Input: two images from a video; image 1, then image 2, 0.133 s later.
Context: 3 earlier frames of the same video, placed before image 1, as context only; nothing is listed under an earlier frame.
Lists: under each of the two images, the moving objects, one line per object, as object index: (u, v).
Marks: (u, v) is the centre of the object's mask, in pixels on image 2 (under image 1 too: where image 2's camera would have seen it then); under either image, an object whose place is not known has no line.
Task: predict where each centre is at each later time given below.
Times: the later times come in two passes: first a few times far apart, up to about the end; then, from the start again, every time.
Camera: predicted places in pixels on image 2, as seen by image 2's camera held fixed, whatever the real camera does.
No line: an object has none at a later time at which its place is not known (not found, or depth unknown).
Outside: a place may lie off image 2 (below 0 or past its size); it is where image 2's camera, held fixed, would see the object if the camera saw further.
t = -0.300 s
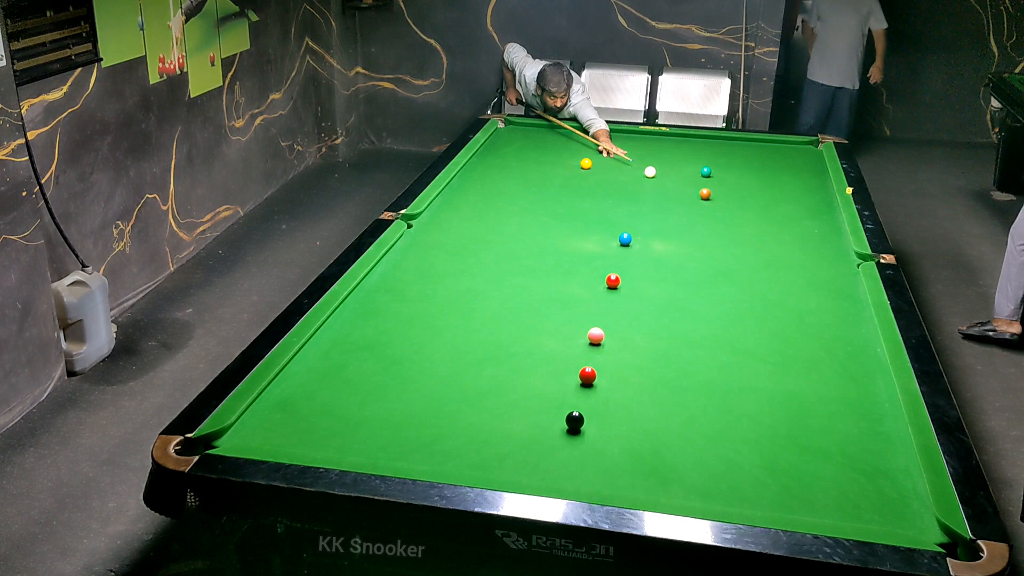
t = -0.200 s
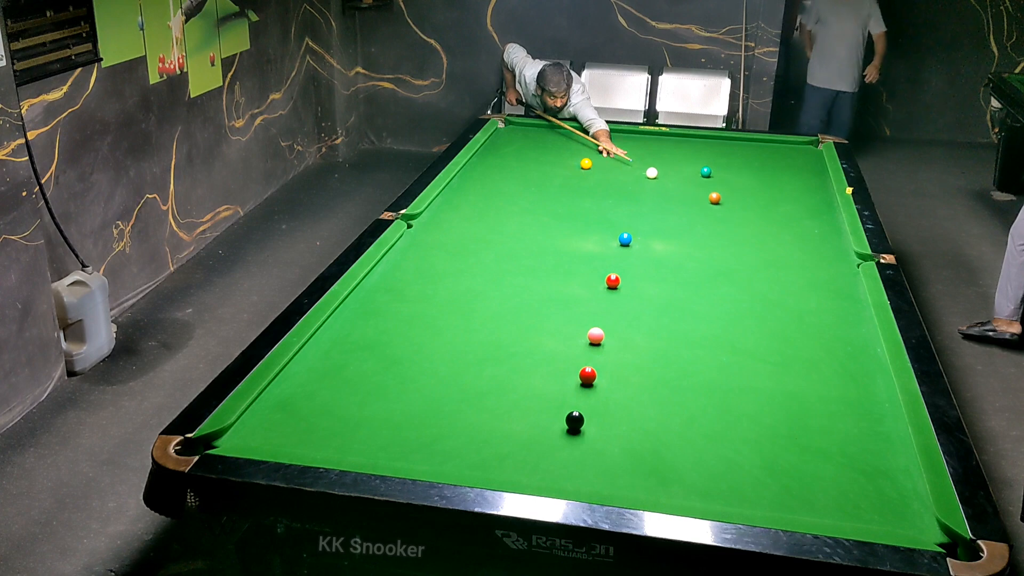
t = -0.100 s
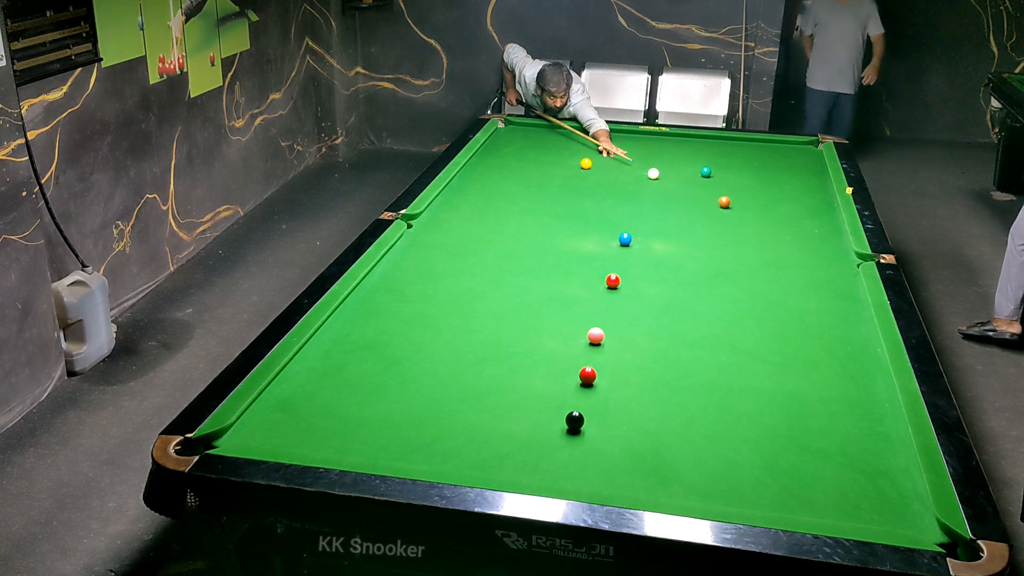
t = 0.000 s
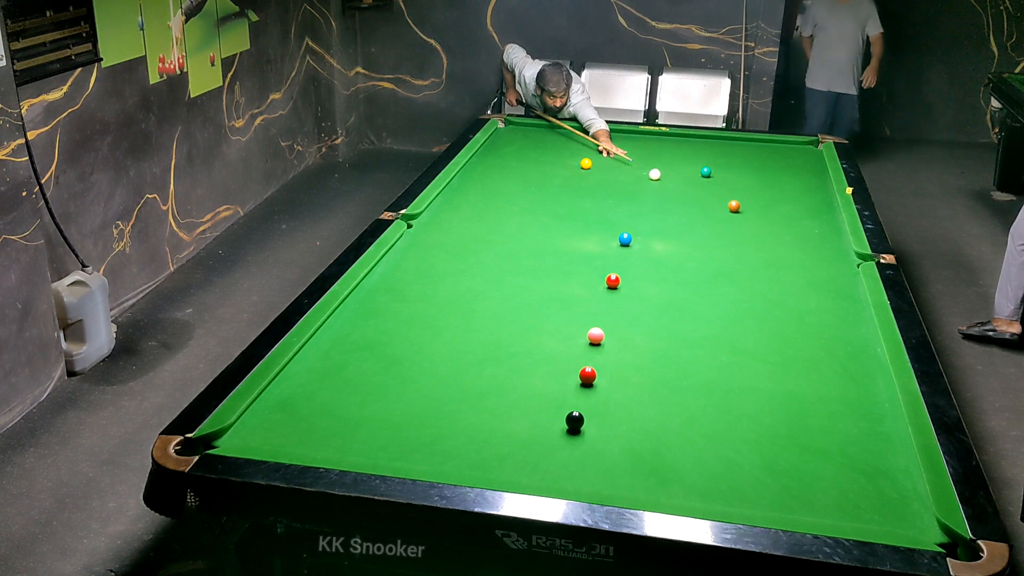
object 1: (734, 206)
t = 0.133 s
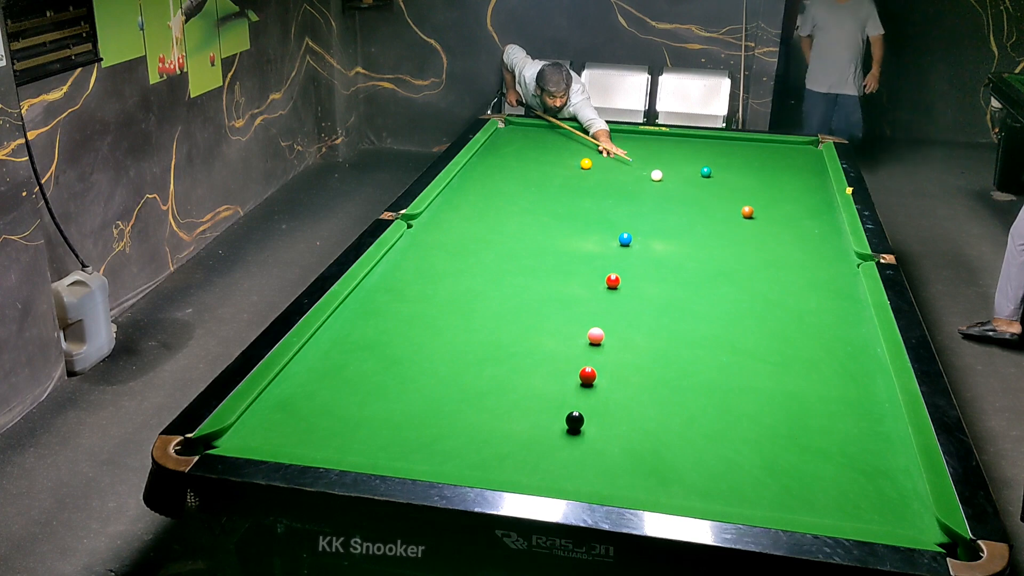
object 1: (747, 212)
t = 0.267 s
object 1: (761, 217)
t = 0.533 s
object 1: (787, 229)
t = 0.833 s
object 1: (817, 241)
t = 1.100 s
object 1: (842, 252)
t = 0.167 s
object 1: (751, 213)
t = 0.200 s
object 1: (754, 215)
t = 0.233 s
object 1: (757, 216)
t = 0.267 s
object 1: (761, 217)
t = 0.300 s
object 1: (764, 219)
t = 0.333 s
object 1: (767, 220)
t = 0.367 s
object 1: (771, 222)
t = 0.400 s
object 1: (774, 223)
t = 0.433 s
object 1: (777, 225)
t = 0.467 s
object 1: (781, 226)
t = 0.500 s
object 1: (784, 227)
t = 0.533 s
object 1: (787, 229)
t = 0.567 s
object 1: (791, 230)
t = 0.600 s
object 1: (794, 232)
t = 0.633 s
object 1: (797, 233)
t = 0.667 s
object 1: (800, 234)
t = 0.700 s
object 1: (803, 236)
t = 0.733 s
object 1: (807, 237)
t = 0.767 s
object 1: (810, 238)
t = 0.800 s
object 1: (813, 240)
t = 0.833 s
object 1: (817, 241)
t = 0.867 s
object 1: (820, 243)
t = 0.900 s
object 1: (823, 244)
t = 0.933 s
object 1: (826, 246)
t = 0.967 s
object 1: (830, 247)
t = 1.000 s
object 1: (833, 248)
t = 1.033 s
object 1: (836, 250)
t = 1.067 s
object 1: (839, 251)
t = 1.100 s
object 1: (842, 252)
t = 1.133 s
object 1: (845, 254)
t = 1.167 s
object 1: (849, 255)
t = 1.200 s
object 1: (852, 257)
